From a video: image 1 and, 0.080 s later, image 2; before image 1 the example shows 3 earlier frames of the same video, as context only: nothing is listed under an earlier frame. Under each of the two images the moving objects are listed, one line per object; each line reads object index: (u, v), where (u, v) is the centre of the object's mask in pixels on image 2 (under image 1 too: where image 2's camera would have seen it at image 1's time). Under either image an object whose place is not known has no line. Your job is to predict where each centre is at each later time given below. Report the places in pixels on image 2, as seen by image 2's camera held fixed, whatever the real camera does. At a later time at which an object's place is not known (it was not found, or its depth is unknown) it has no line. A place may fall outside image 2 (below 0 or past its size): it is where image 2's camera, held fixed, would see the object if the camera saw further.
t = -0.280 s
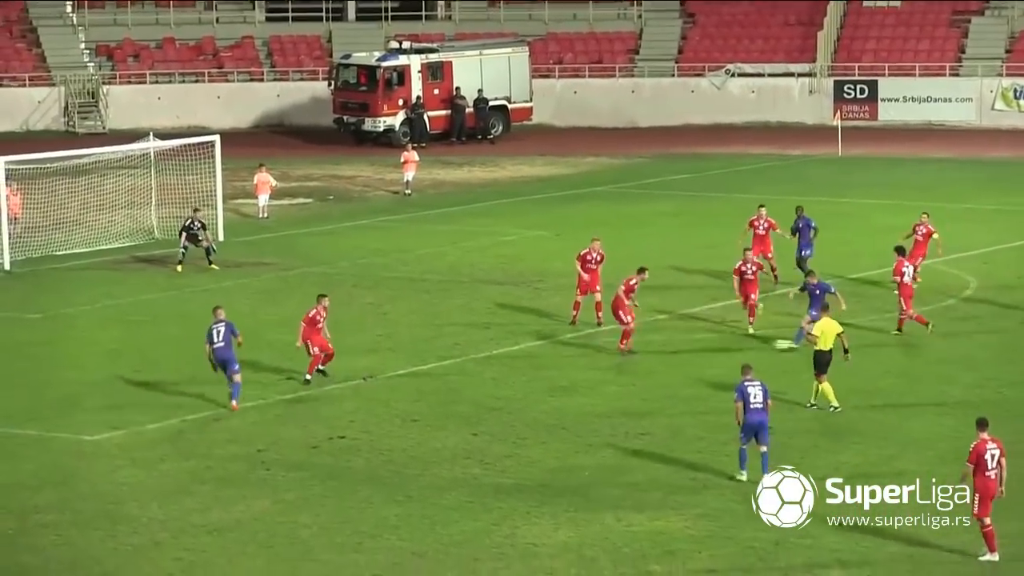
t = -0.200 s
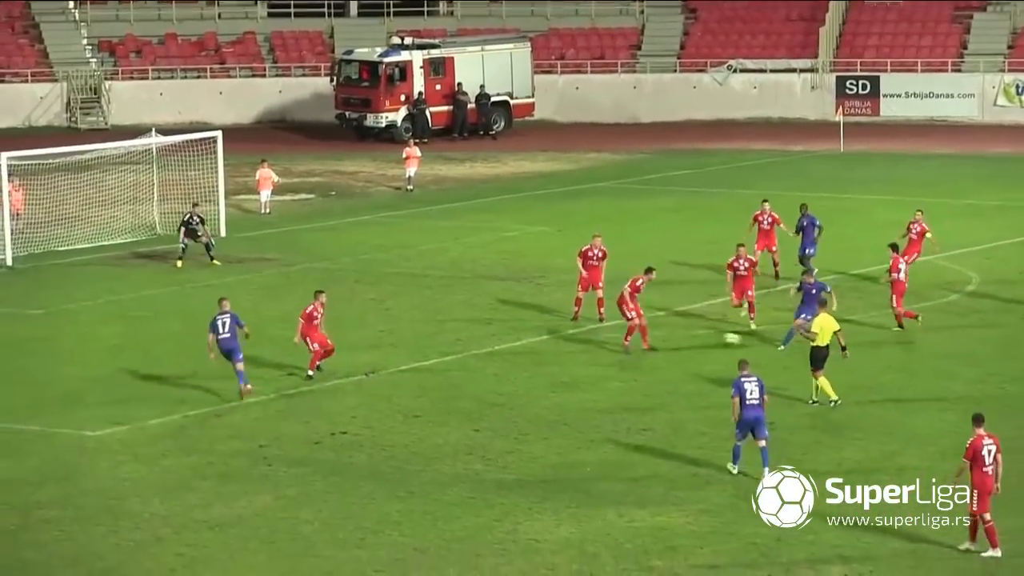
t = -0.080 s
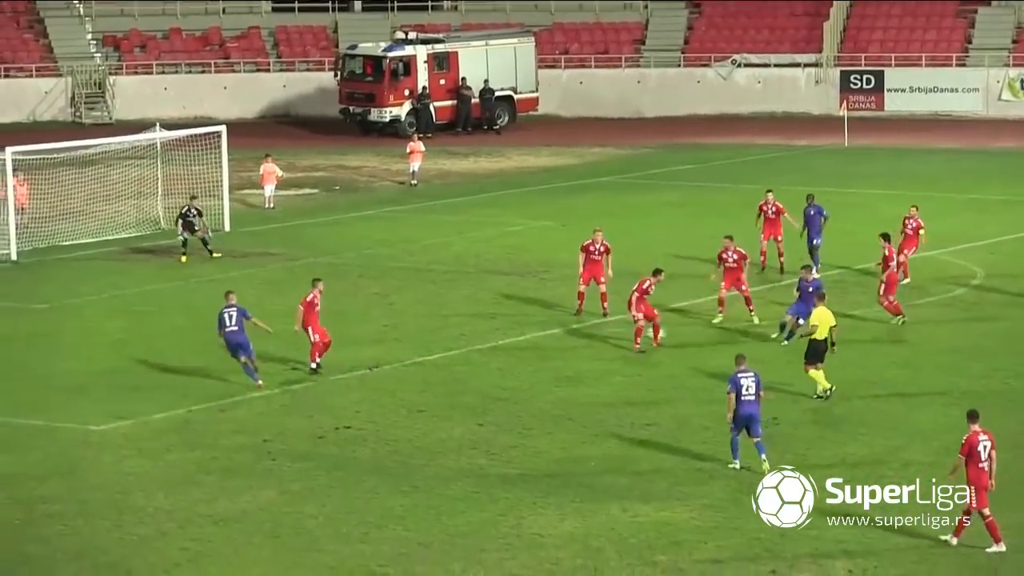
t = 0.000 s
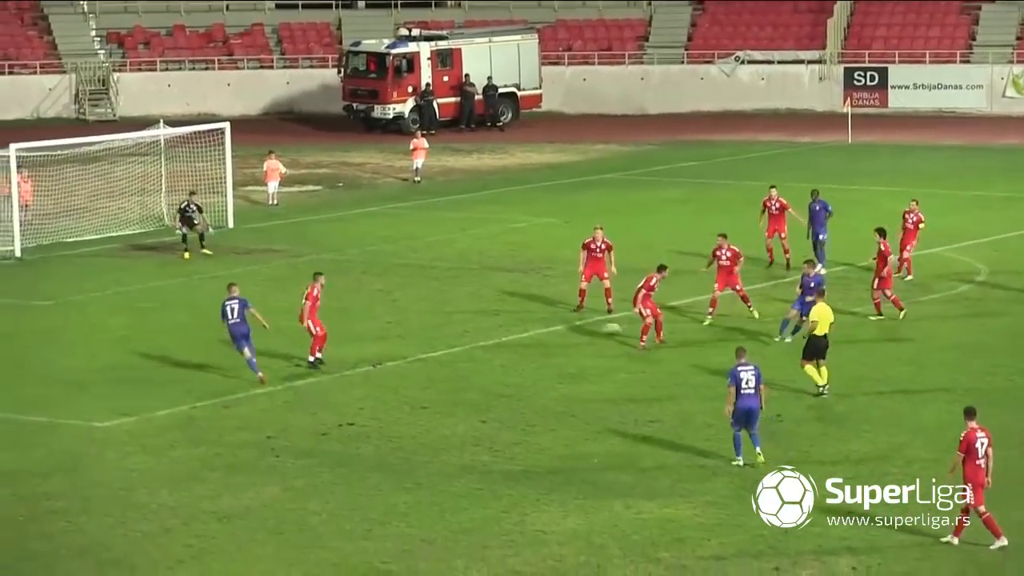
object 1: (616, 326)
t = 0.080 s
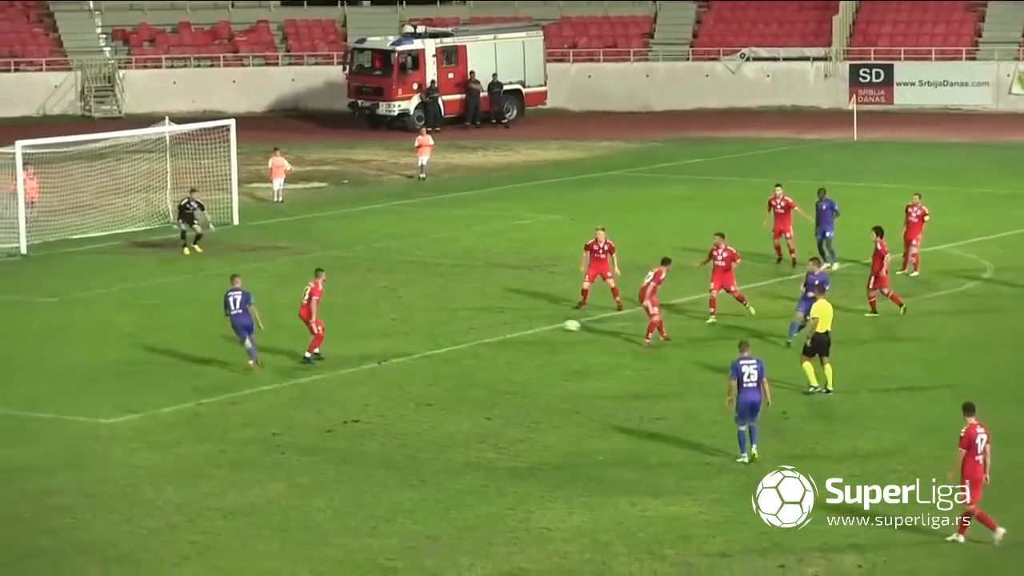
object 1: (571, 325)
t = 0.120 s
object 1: (551, 325)
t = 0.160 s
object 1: (532, 324)
